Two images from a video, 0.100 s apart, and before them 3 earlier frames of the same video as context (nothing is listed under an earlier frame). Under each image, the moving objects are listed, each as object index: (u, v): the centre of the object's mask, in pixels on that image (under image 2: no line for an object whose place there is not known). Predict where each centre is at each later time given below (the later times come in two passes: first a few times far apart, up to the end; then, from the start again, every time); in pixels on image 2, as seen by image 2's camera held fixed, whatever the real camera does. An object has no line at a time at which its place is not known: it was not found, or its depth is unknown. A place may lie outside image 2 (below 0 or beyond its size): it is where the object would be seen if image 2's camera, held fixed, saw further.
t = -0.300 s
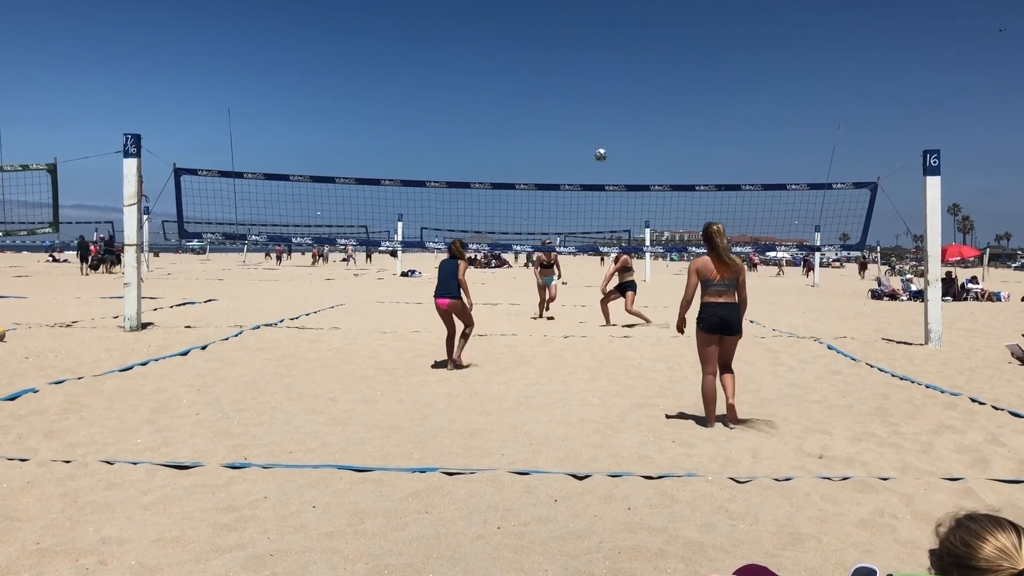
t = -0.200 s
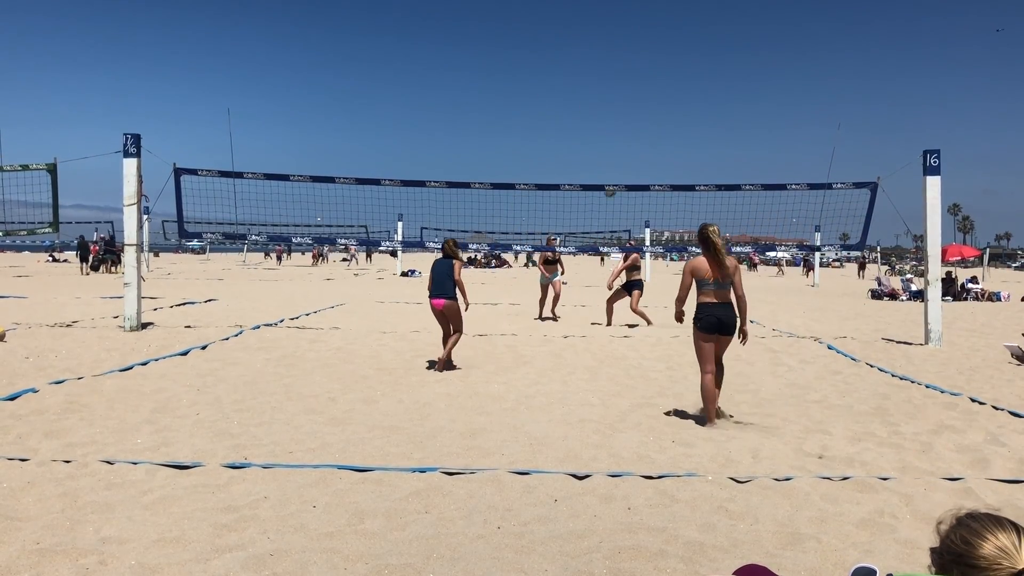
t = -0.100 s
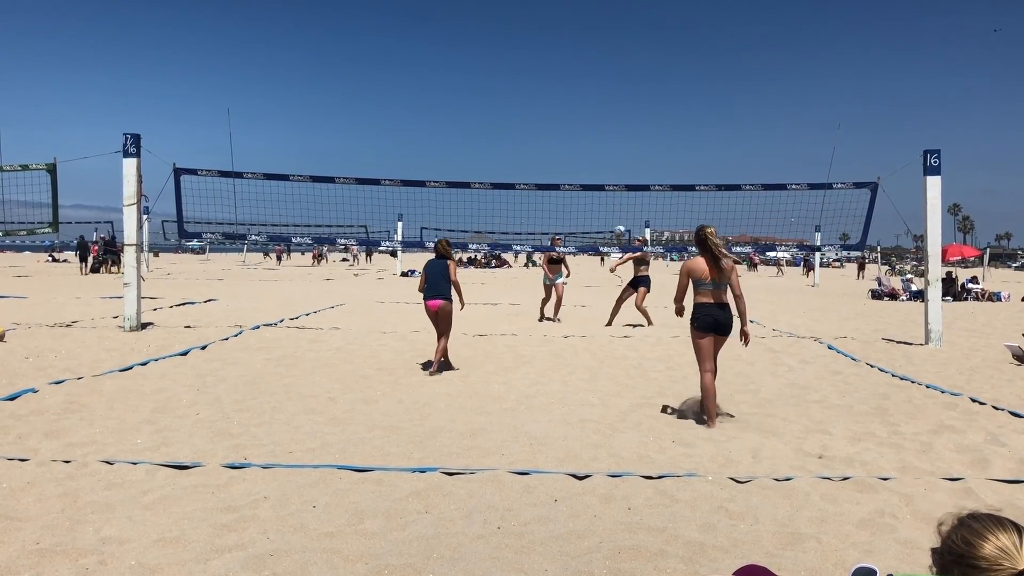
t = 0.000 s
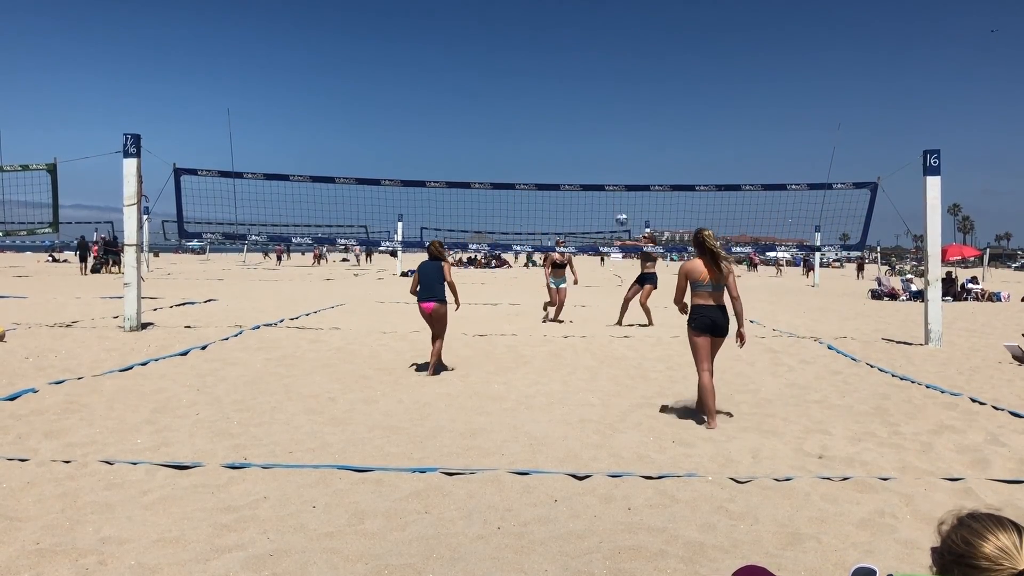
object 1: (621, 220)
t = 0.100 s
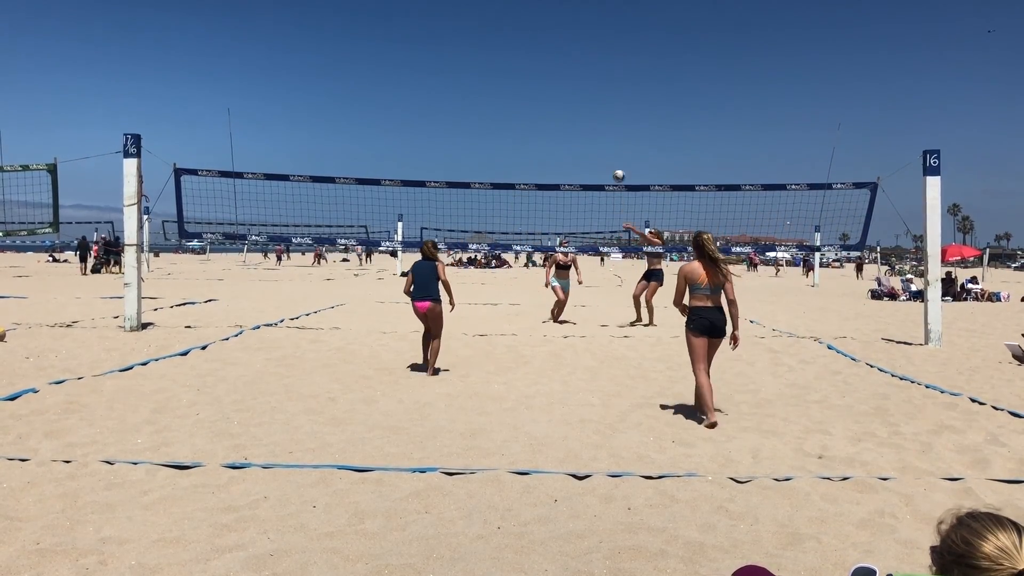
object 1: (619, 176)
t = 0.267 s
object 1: (616, 113)
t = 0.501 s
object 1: (614, 53)
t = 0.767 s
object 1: (614, 27)
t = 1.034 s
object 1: (618, 44)
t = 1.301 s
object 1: (623, 107)
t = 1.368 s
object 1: (626, 129)
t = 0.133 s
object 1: (618, 162)
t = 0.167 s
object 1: (618, 150)
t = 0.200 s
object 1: (617, 137)
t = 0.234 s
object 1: (617, 125)
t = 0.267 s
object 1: (616, 113)
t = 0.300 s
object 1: (616, 103)
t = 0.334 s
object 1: (615, 93)
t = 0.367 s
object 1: (615, 84)
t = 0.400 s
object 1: (615, 76)
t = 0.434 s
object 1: (615, 67)
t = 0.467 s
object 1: (614, 60)
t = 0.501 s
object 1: (614, 53)
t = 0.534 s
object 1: (614, 48)
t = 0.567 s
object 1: (614, 43)
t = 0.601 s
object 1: (614, 38)
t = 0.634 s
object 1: (614, 35)
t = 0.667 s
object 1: (614, 32)
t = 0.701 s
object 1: (614, 30)
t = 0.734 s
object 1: (614, 27)
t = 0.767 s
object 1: (614, 27)
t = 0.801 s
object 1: (615, 27)
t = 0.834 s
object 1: (615, 27)
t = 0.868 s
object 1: (616, 28)
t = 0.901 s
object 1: (616, 30)
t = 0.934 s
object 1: (616, 33)
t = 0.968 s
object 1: (616, 36)
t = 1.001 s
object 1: (617, 39)
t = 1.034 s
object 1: (618, 44)
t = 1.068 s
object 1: (618, 50)
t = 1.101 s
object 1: (619, 56)
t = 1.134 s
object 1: (619, 63)
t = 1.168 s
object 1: (620, 70)
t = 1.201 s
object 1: (620, 78)
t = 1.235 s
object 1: (621, 87)
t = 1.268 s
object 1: (622, 97)
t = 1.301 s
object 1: (623, 107)
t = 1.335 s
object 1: (625, 118)
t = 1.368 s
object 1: (626, 129)
